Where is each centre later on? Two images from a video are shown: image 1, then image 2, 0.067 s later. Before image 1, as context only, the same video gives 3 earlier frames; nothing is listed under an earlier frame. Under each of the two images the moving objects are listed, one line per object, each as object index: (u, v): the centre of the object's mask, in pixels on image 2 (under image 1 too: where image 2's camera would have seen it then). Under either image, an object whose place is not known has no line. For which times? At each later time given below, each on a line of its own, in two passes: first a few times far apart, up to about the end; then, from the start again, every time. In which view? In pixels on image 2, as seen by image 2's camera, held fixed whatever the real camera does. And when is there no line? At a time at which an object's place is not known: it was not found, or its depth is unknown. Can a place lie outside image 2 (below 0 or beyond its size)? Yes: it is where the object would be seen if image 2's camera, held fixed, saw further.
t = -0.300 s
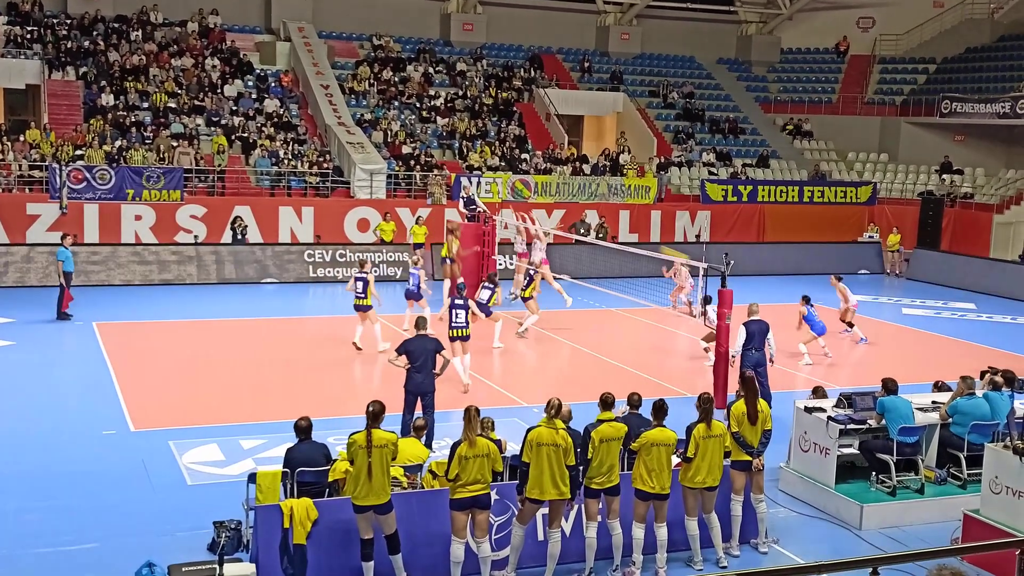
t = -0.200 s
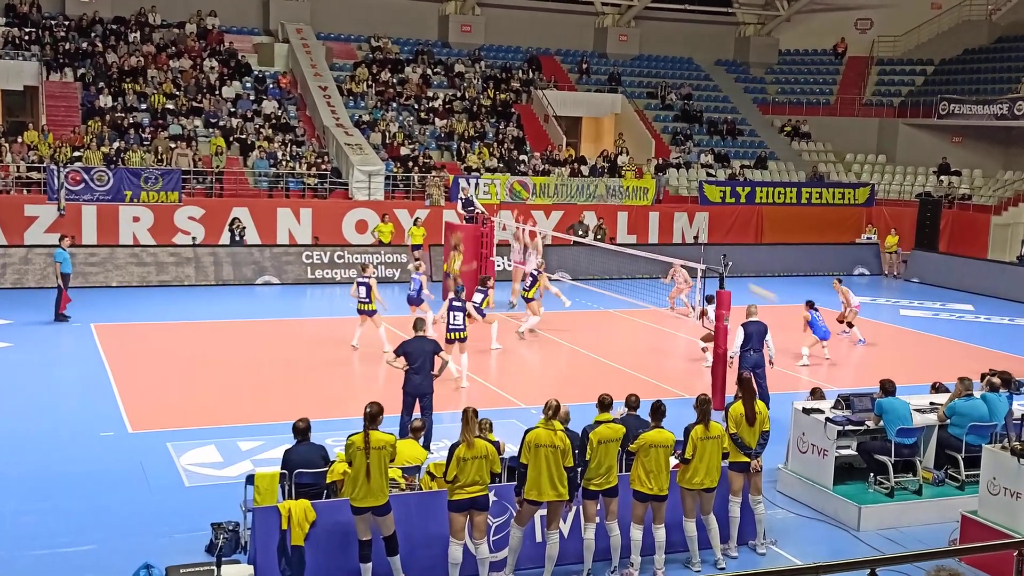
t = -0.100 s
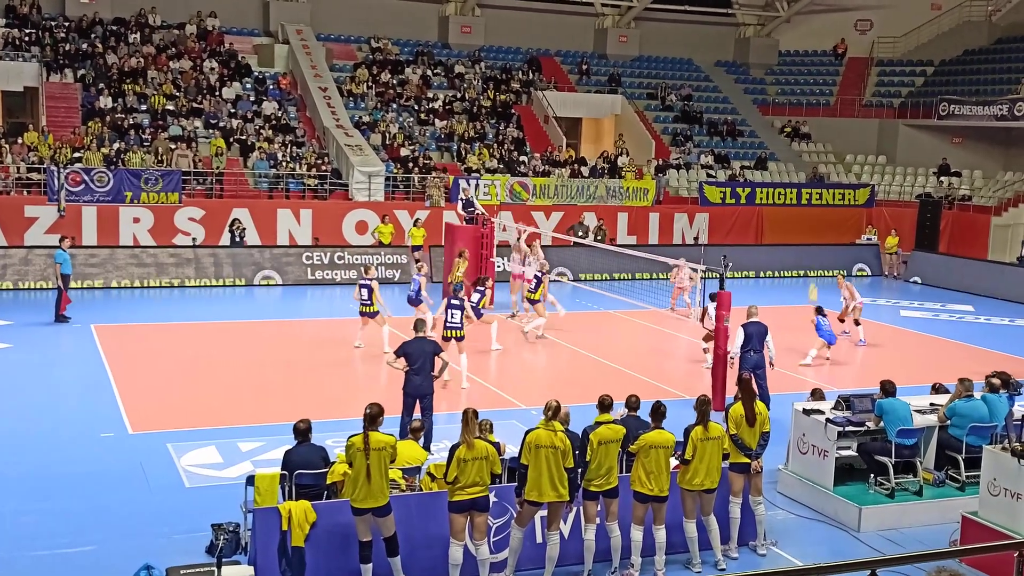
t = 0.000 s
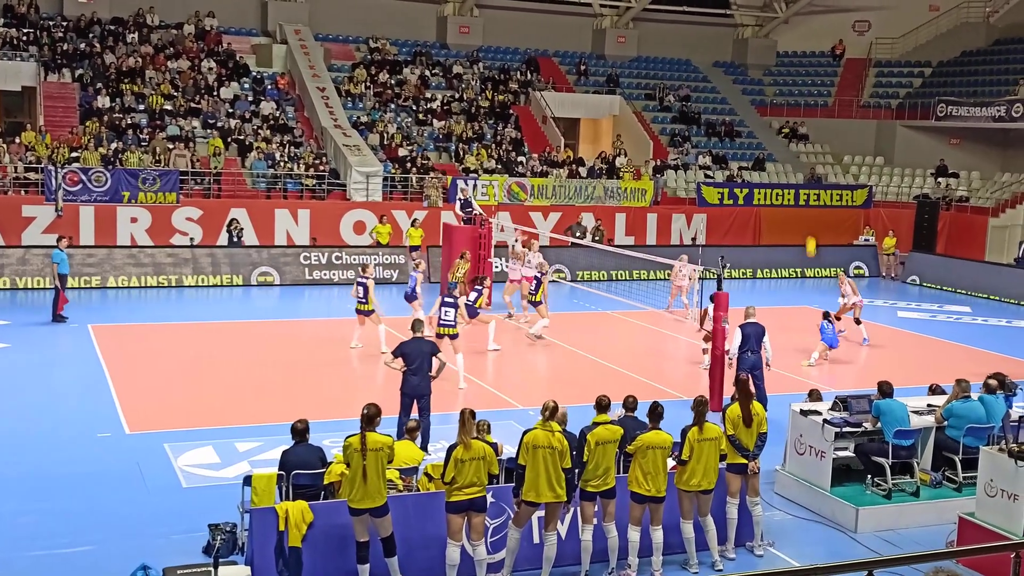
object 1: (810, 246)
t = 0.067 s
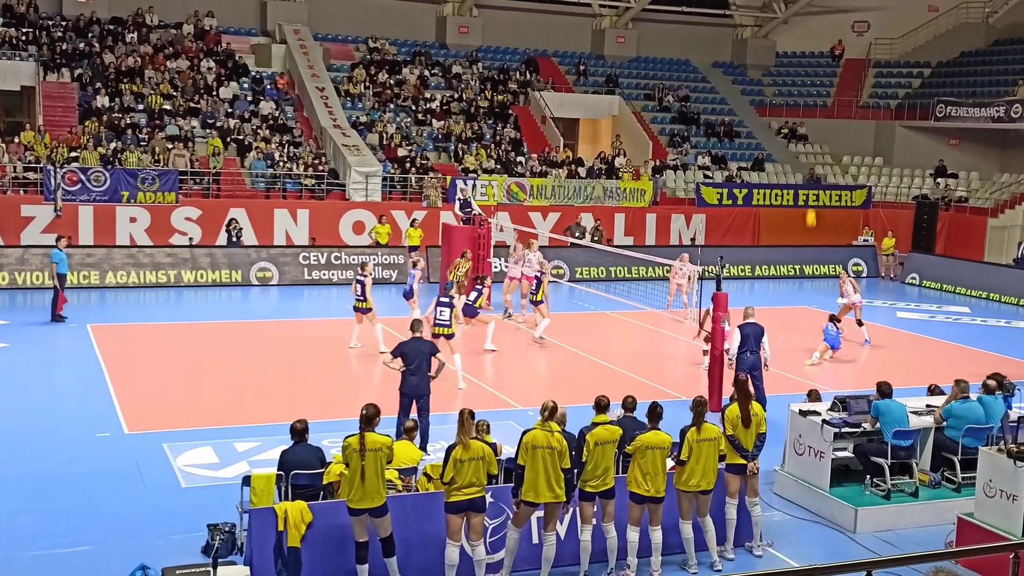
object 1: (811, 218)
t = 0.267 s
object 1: (814, 145)
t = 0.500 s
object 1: (819, 88)
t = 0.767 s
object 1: (823, 55)
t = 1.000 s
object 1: (825, 54)
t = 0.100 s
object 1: (811, 204)
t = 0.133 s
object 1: (812, 191)
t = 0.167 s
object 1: (812, 179)
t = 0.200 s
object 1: (813, 167)
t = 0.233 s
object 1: (814, 156)
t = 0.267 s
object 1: (814, 145)
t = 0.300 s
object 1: (815, 135)
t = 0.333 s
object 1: (815, 125)
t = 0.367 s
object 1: (816, 117)
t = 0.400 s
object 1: (817, 109)
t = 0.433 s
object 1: (817, 101)
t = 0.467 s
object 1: (818, 94)
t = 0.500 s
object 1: (819, 88)
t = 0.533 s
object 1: (818, 77)
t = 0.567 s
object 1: (818, 73)
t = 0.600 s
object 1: (820, 70)
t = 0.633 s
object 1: (821, 67)
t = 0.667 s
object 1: (821, 63)
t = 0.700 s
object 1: (822, 60)
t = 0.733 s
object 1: (822, 57)
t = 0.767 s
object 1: (823, 55)
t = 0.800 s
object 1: (823, 53)
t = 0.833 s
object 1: (824, 52)
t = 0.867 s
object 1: (824, 52)
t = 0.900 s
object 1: (824, 52)
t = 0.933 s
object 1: (824, 52)
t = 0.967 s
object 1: (825, 53)
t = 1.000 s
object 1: (825, 54)
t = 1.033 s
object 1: (825, 56)
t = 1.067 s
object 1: (825, 58)
